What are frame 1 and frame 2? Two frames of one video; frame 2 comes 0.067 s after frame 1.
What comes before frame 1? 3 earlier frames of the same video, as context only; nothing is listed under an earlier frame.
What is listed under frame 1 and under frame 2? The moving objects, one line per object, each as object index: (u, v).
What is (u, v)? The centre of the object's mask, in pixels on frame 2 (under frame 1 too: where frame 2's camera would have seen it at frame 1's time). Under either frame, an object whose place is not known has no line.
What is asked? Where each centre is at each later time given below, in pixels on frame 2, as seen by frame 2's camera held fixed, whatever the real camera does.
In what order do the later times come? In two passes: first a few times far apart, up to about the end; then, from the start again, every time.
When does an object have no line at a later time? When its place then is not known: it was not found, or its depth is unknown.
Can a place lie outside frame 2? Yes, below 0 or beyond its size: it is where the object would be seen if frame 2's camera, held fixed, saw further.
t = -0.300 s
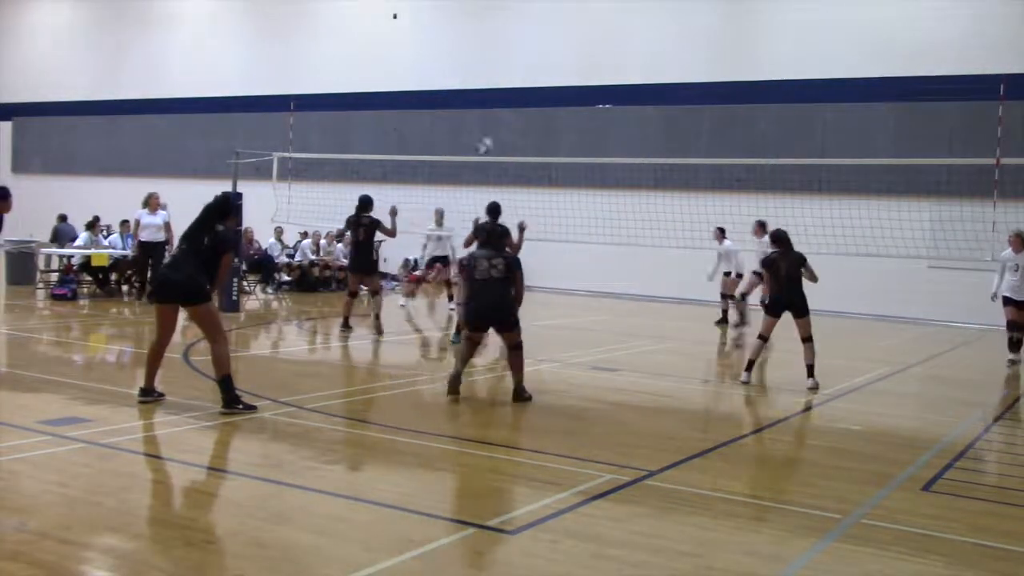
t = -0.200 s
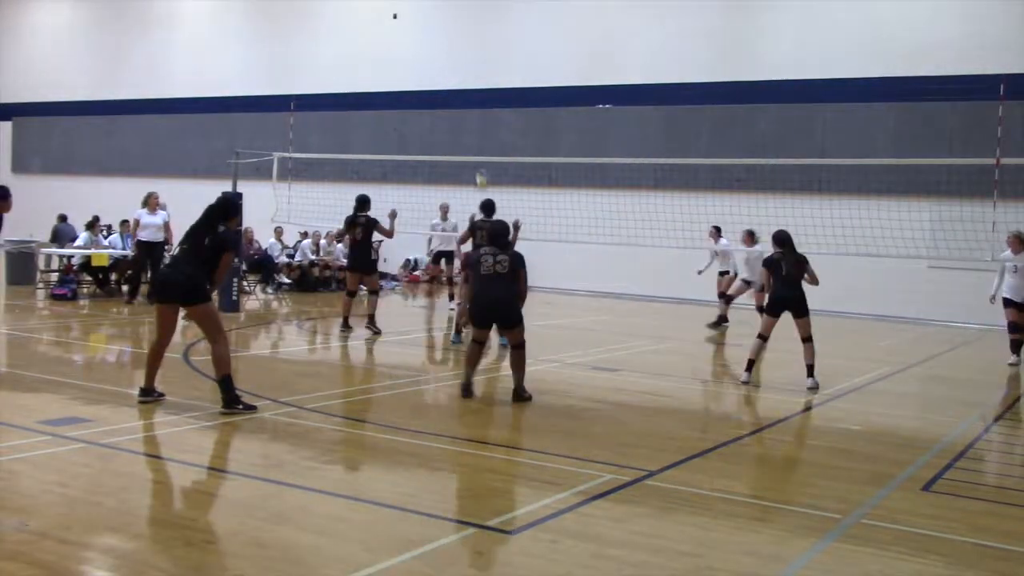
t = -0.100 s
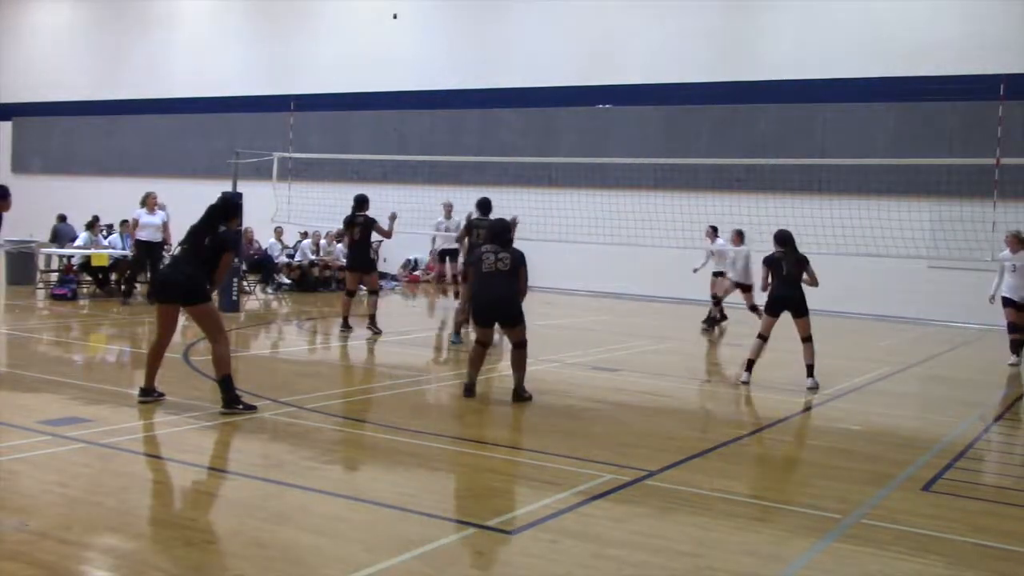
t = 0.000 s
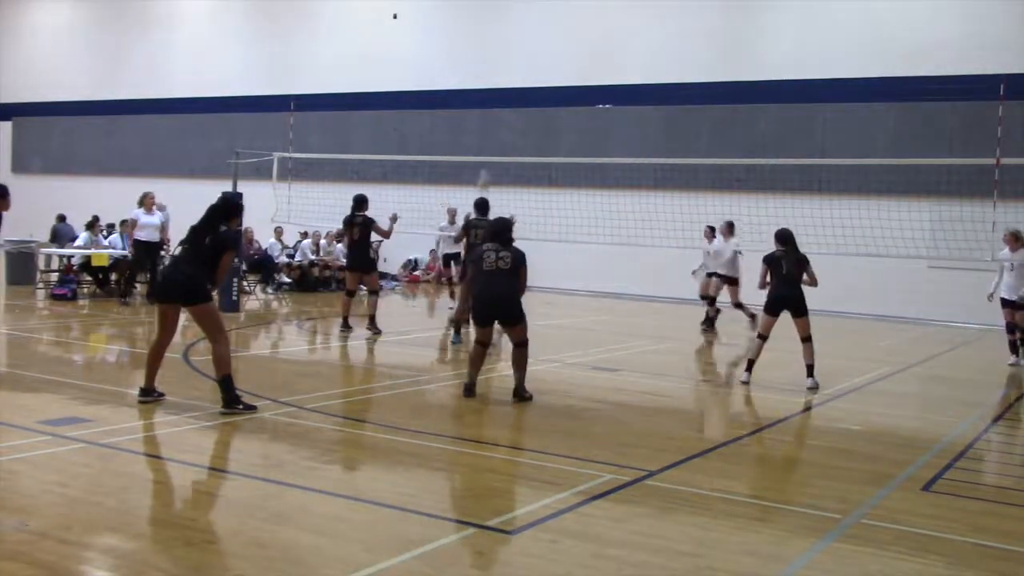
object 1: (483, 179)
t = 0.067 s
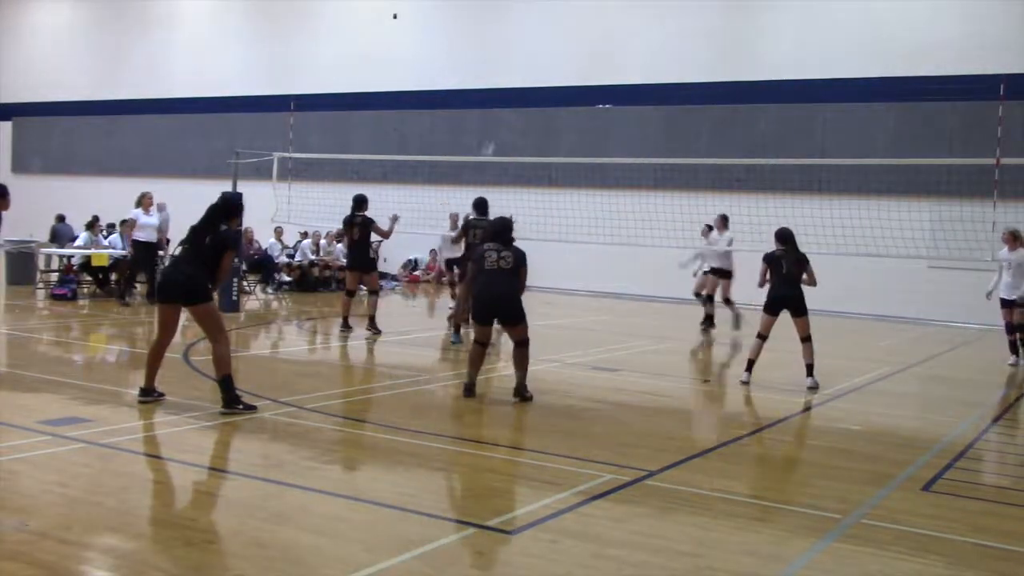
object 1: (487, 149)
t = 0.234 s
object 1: (500, 98)
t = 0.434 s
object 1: (513, 63)
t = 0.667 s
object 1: (525, 52)
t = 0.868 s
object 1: (533, 70)
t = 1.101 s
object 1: (539, 116)
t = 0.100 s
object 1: (490, 139)
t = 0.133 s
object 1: (493, 129)
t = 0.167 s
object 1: (494, 117)
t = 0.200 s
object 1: (498, 107)
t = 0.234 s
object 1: (500, 98)
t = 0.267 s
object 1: (502, 92)
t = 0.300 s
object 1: (505, 85)
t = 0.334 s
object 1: (507, 78)
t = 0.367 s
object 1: (509, 72)
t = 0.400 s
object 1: (512, 66)
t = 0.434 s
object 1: (513, 63)
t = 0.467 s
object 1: (515, 59)
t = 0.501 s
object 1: (517, 57)
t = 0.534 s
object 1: (518, 54)
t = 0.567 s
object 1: (520, 52)
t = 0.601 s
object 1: (522, 51)
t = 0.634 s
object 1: (523, 52)
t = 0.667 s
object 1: (525, 52)
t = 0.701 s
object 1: (526, 53)
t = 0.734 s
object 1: (528, 56)
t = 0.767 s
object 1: (529, 59)
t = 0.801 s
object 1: (530, 62)
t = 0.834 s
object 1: (531, 65)
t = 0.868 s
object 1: (533, 70)
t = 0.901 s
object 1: (534, 75)
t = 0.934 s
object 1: (535, 82)
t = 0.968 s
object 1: (536, 90)
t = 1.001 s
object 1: (537, 94)
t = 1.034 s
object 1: (537, 100)
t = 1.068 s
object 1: (539, 107)
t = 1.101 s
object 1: (539, 116)
